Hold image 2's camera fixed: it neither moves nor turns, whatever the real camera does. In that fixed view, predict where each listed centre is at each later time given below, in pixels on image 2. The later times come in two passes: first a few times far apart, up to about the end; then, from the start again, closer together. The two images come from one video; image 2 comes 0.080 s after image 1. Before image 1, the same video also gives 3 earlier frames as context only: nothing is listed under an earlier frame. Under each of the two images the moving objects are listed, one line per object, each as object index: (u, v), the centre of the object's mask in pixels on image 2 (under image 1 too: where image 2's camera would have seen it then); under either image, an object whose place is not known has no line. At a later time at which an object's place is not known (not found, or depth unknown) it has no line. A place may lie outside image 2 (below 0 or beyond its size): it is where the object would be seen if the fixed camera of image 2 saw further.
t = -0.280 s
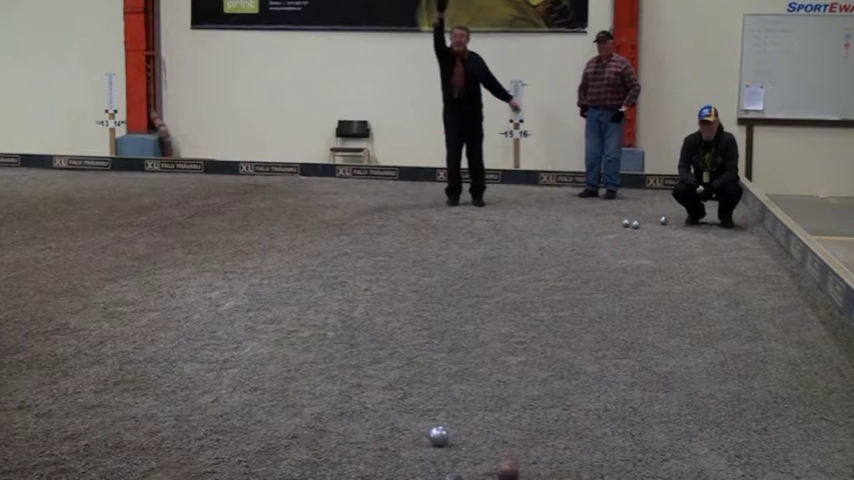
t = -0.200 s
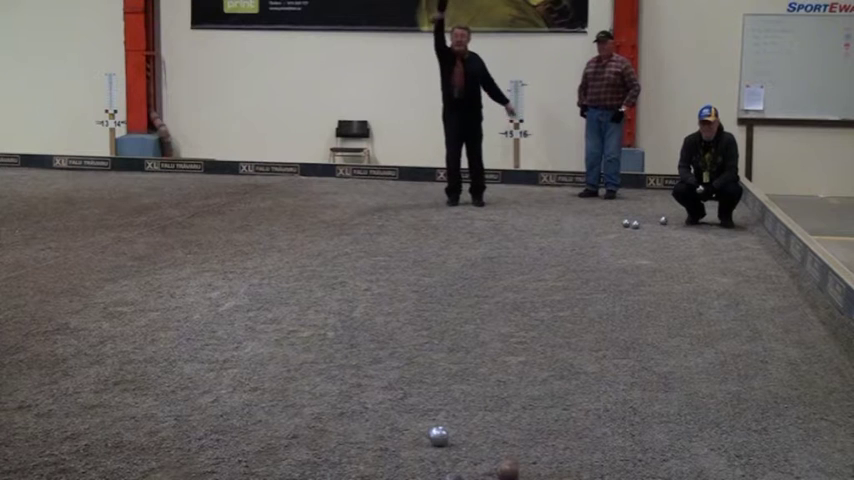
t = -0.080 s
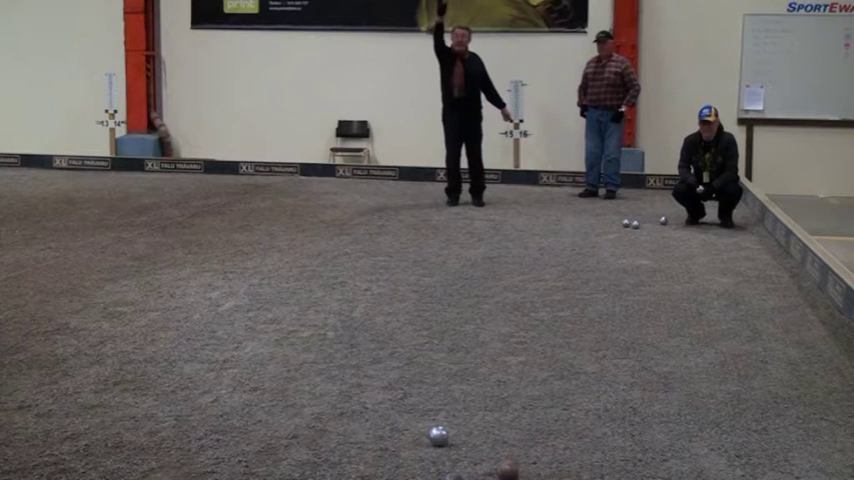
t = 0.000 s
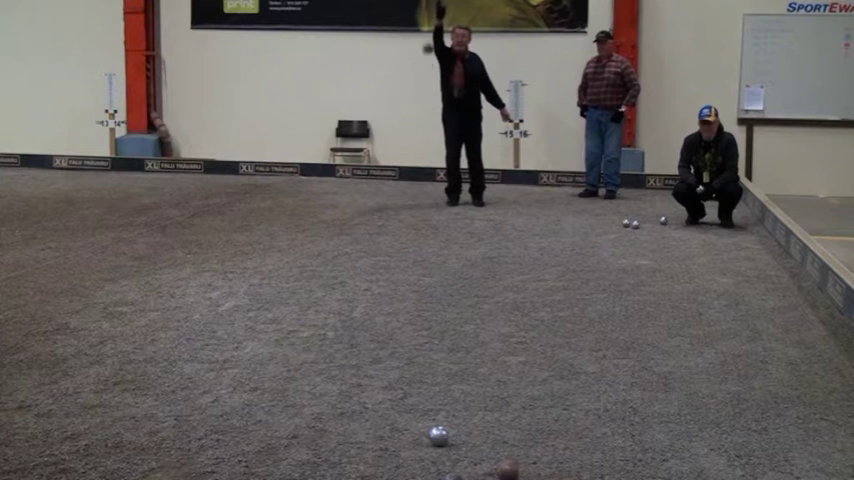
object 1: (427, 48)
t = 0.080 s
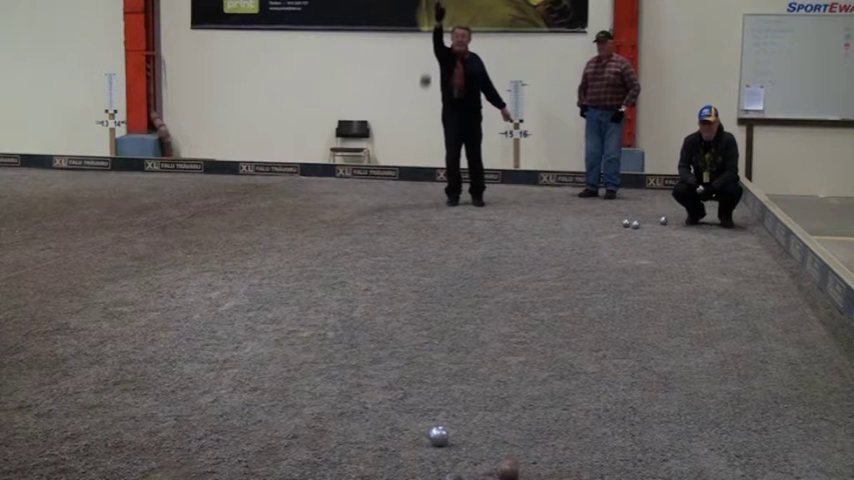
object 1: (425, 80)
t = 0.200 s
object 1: (420, 156)
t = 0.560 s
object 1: (411, 358)
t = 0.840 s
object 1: (412, 408)
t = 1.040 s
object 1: (421, 445)
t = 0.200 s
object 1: (420, 156)
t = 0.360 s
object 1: (415, 323)
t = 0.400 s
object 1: (414, 327)
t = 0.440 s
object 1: (418, 332)
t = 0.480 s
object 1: (417, 338)
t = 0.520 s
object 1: (412, 352)
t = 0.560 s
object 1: (411, 358)
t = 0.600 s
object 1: (411, 365)
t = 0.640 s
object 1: (410, 372)
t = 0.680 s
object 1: (410, 376)
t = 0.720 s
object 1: (411, 388)
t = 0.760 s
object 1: (412, 395)
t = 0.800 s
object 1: (412, 399)
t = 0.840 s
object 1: (412, 408)
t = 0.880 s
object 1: (413, 417)
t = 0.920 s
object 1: (414, 422)
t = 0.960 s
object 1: (416, 434)
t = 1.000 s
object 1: (418, 439)
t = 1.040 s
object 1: (421, 445)
